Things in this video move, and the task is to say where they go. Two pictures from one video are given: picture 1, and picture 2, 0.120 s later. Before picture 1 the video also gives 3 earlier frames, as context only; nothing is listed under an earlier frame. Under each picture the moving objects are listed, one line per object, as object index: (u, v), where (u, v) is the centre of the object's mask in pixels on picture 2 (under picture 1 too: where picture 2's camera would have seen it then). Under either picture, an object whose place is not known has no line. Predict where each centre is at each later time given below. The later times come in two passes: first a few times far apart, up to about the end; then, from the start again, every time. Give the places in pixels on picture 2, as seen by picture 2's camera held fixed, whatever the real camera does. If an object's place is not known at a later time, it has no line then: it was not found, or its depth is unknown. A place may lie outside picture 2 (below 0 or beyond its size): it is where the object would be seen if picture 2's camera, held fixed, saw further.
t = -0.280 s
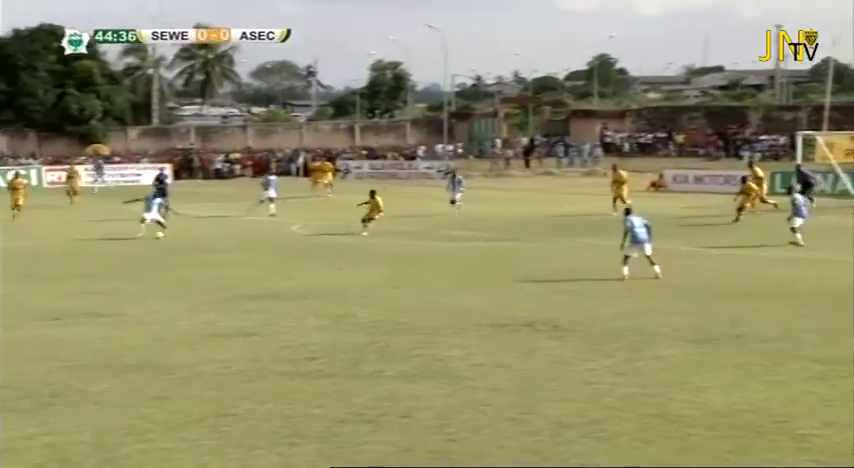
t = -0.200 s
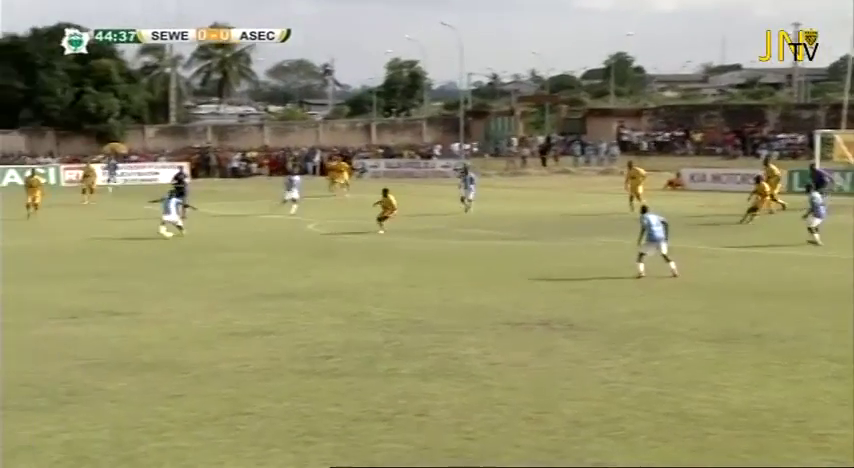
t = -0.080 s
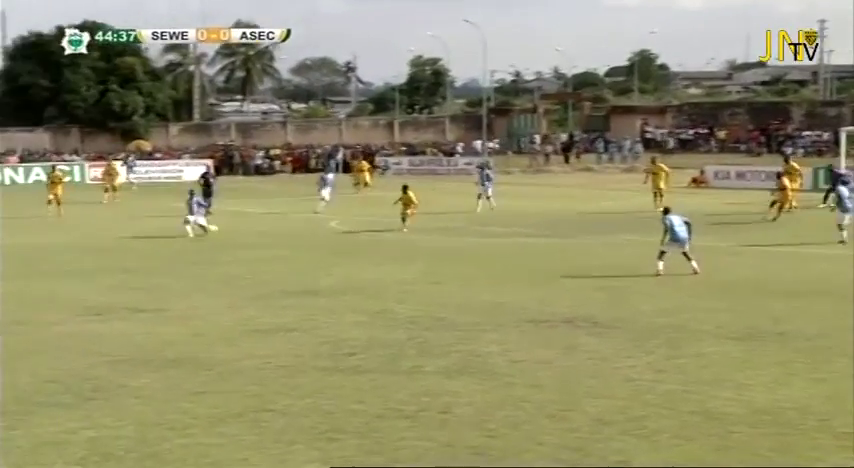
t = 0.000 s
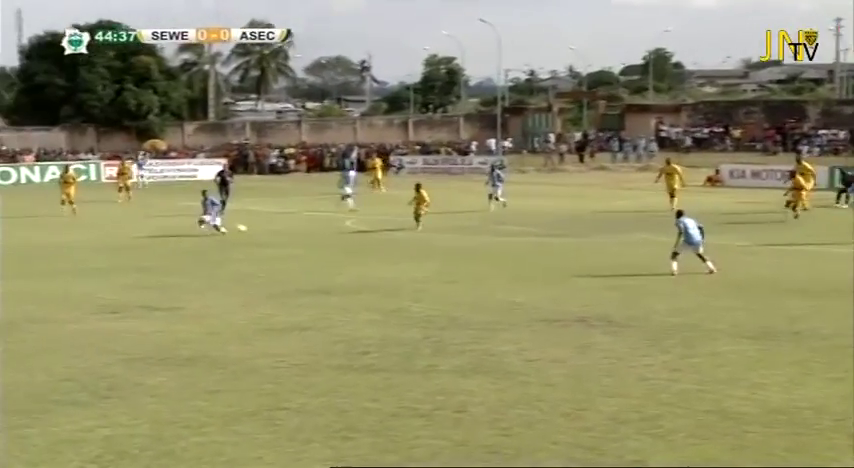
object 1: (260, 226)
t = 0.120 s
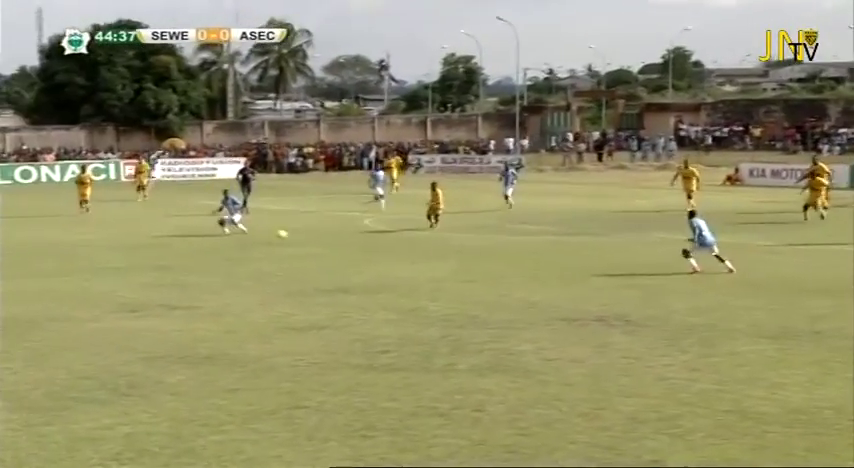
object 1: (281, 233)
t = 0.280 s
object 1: (310, 241)
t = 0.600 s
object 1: (364, 248)
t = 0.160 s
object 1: (289, 236)
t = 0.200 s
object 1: (296, 241)
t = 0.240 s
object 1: (303, 242)
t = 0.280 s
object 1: (310, 241)
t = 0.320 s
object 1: (316, 242)
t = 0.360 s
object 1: (322, 243)
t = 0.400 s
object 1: (329, 245)
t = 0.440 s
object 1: (336, 244)
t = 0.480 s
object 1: (343, 244)
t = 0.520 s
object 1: (350, 244)
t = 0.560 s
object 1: (357, 246)
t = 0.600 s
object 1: (364, 248)
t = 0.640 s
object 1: (370, 250)
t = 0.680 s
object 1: (377, 249)
